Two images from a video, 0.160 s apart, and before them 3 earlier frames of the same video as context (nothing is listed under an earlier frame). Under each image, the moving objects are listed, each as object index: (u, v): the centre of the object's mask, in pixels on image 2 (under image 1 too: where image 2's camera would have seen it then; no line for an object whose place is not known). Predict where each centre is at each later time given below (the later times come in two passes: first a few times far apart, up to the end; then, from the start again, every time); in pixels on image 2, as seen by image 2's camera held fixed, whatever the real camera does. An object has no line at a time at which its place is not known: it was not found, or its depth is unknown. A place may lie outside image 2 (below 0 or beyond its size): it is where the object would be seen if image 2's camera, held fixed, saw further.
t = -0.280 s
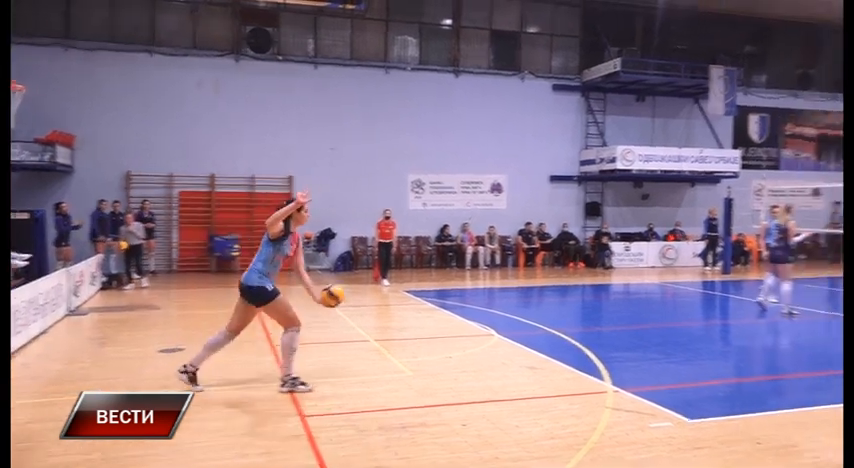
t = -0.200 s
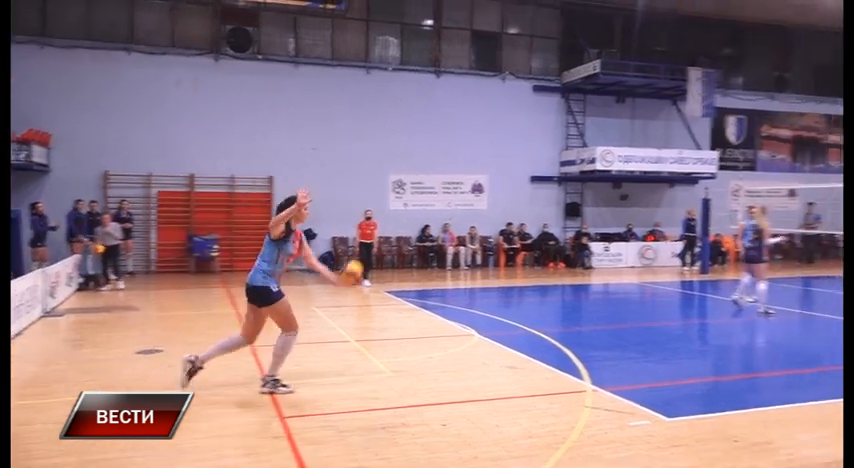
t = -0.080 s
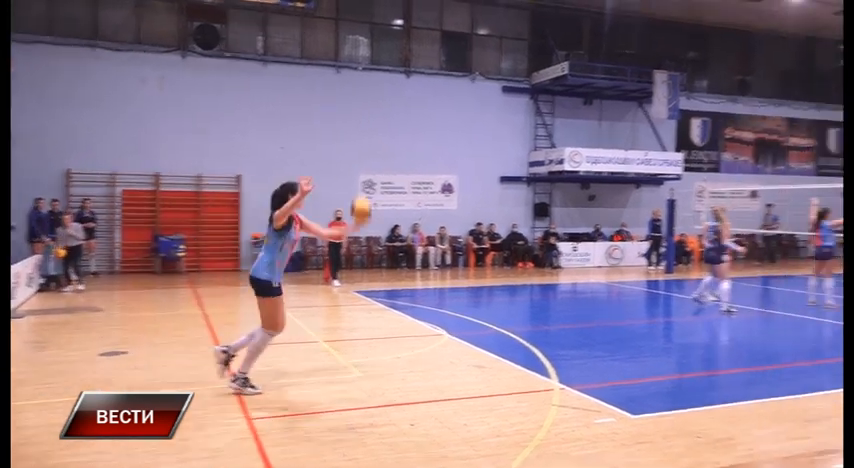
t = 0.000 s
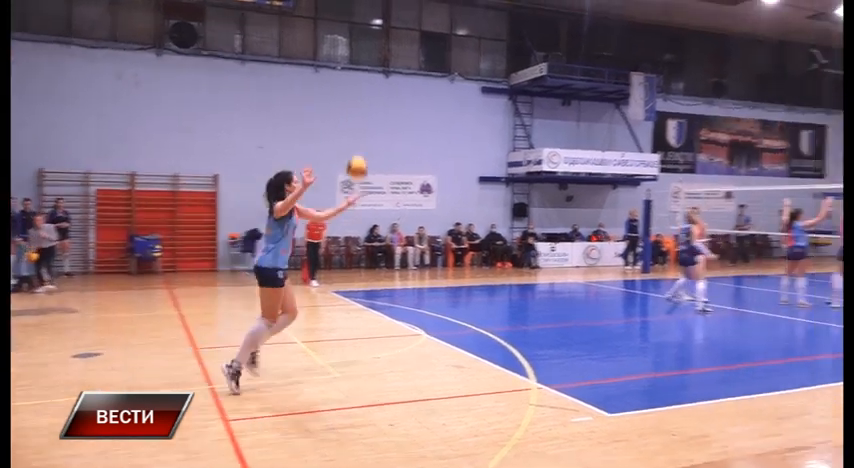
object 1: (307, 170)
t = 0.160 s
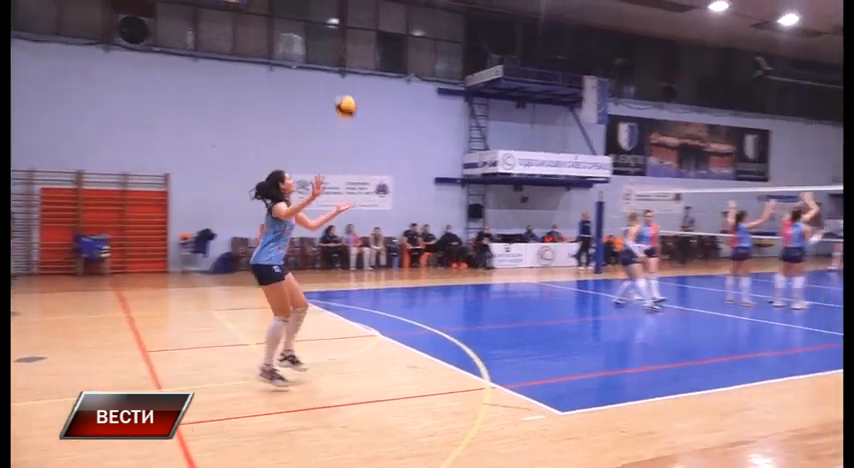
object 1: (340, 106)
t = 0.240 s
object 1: (357, 86)
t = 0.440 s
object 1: (396, 65)
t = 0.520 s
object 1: (411, 66)
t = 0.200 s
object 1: (349, 94)
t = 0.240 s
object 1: (357, 86)
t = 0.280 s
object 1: (365, 78)
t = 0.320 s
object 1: (373, 72)
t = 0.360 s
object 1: (381, 68)
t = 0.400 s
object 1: (388, 66)
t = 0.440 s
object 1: (396, 65)
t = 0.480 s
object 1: (403, 64)
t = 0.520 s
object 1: (411, 66)
